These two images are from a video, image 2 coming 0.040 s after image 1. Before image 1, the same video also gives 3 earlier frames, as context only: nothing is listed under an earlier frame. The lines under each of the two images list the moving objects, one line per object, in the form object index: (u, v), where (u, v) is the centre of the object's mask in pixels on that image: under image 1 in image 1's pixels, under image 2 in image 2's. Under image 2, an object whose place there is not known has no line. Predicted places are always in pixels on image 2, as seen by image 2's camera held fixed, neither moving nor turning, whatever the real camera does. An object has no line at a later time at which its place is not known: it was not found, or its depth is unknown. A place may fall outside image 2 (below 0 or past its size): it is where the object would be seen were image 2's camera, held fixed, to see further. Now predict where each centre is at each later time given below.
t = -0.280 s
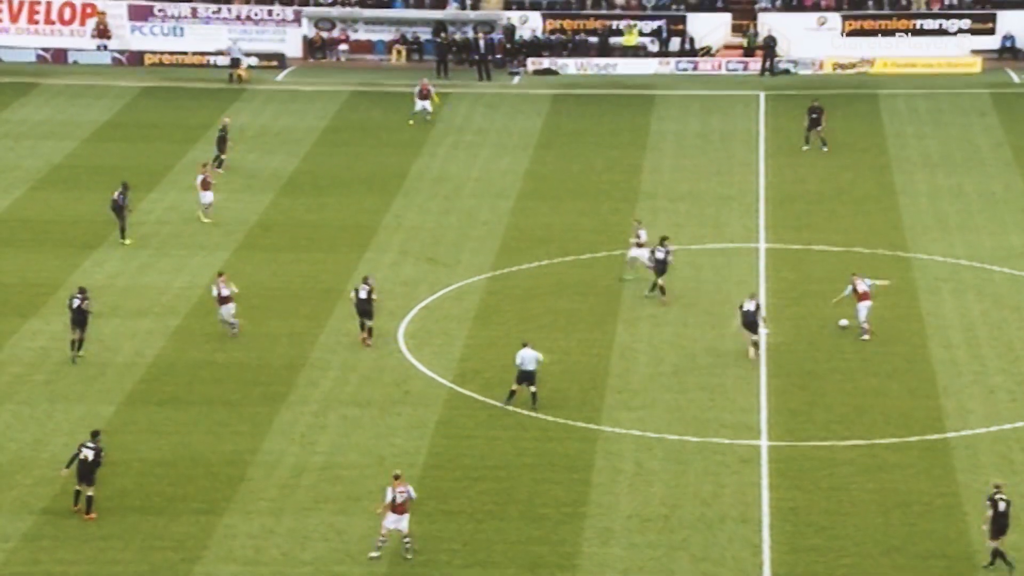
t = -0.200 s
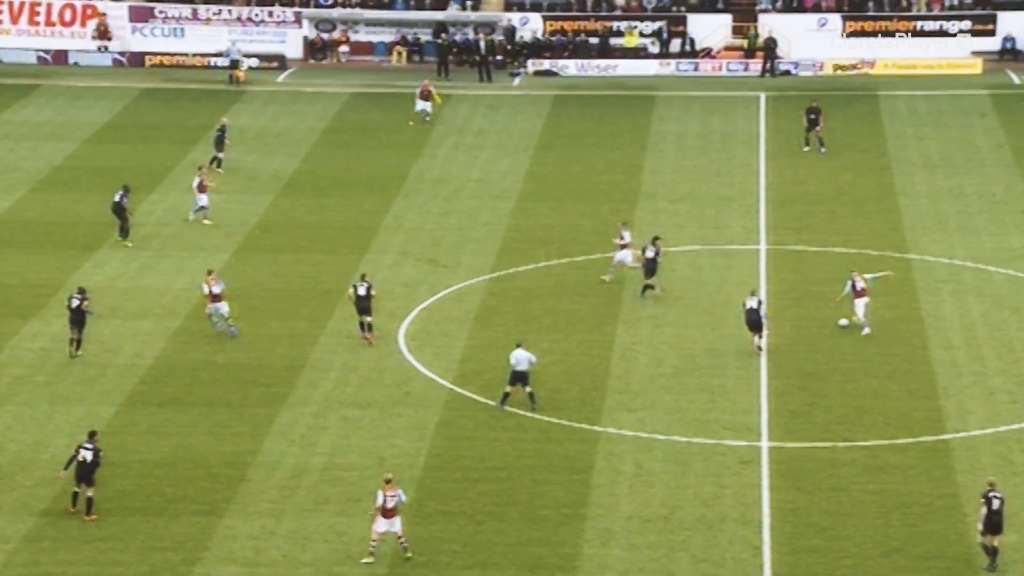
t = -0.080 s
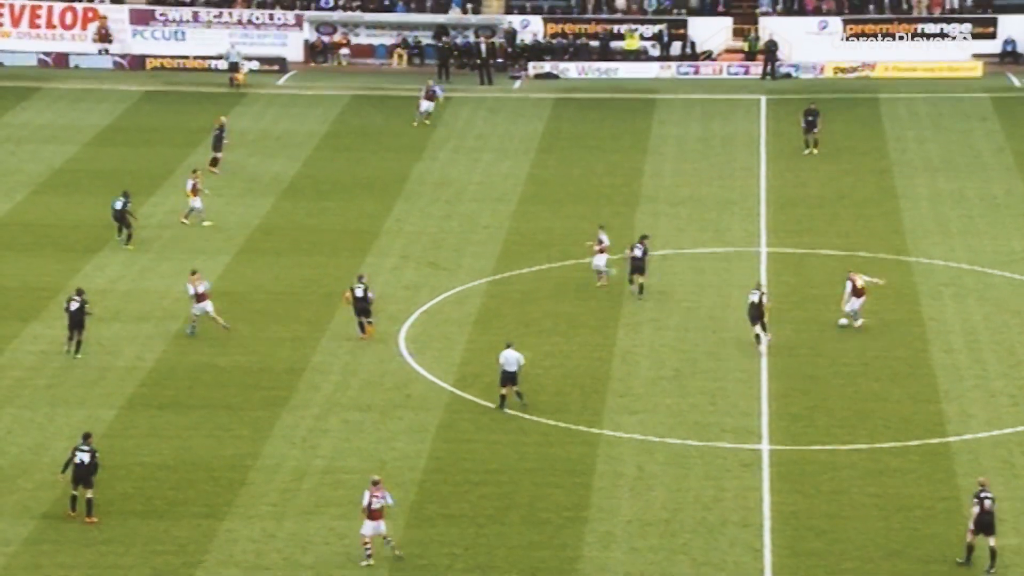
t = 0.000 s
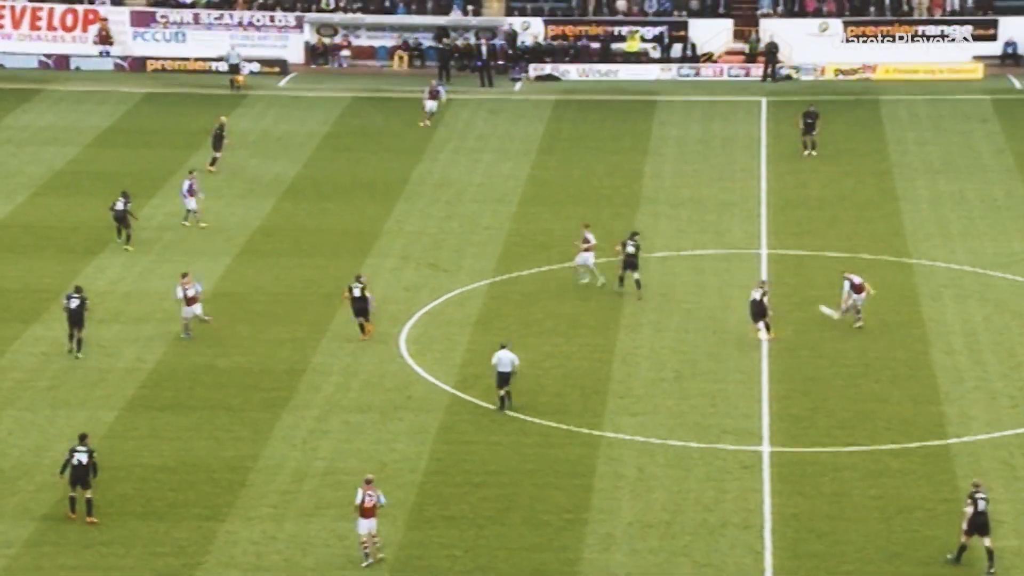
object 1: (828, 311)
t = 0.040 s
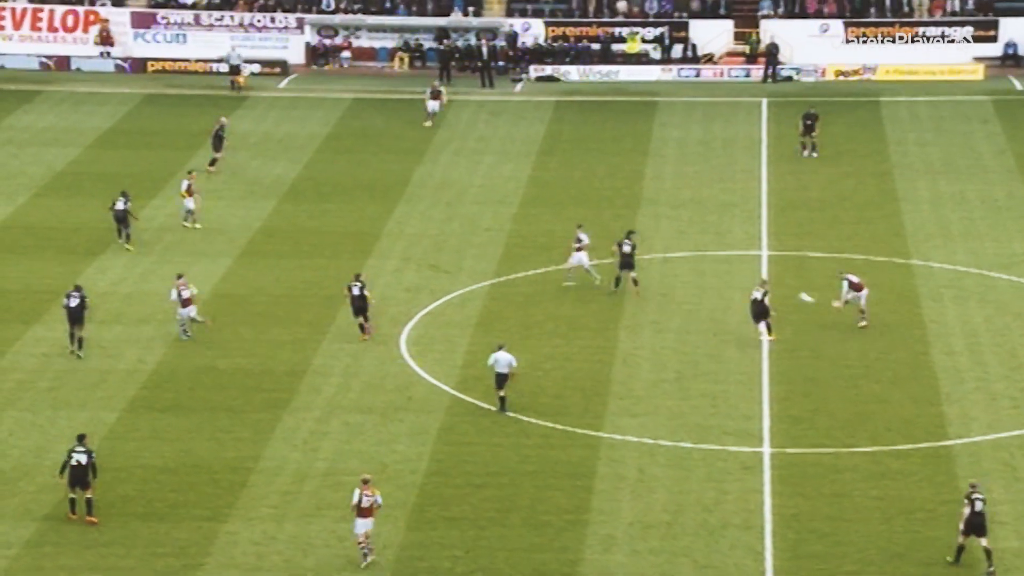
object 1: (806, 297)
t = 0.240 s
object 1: (719, 245)
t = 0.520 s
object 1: (631, 210)
